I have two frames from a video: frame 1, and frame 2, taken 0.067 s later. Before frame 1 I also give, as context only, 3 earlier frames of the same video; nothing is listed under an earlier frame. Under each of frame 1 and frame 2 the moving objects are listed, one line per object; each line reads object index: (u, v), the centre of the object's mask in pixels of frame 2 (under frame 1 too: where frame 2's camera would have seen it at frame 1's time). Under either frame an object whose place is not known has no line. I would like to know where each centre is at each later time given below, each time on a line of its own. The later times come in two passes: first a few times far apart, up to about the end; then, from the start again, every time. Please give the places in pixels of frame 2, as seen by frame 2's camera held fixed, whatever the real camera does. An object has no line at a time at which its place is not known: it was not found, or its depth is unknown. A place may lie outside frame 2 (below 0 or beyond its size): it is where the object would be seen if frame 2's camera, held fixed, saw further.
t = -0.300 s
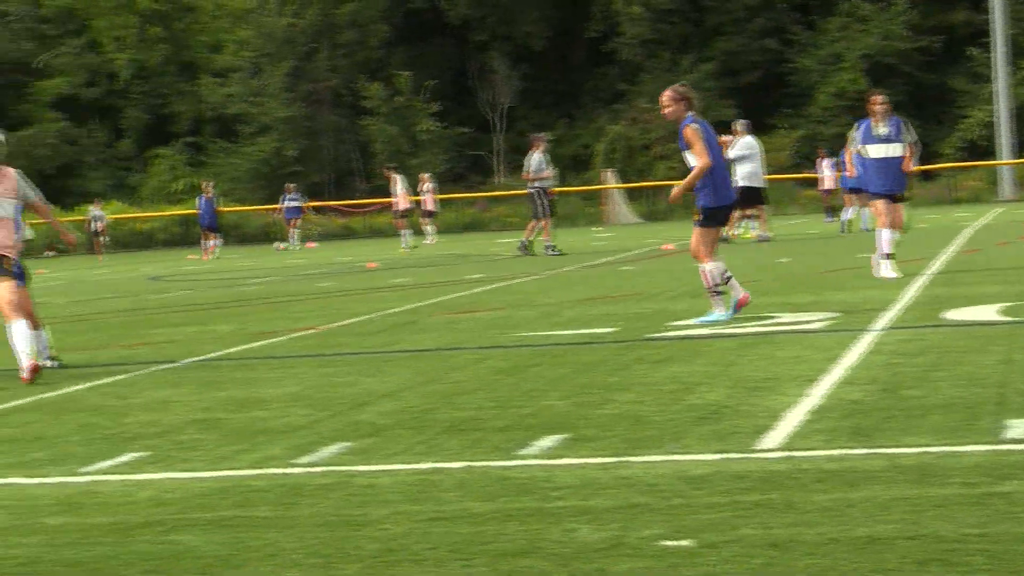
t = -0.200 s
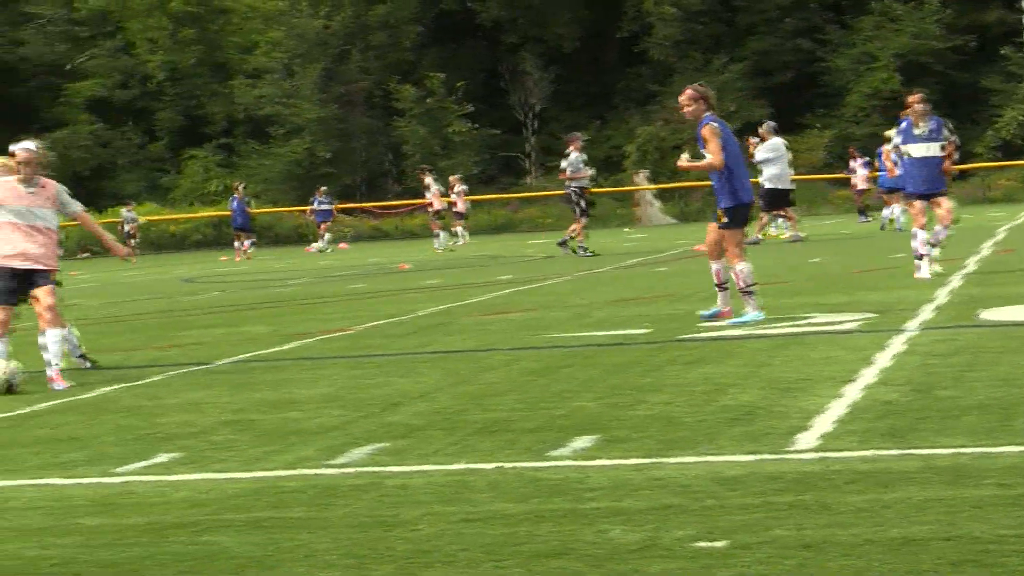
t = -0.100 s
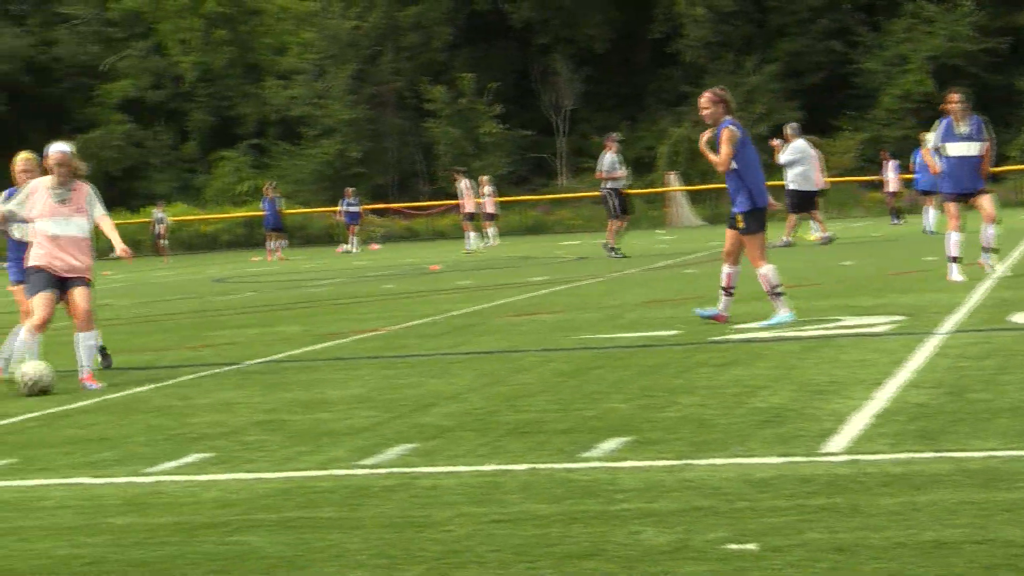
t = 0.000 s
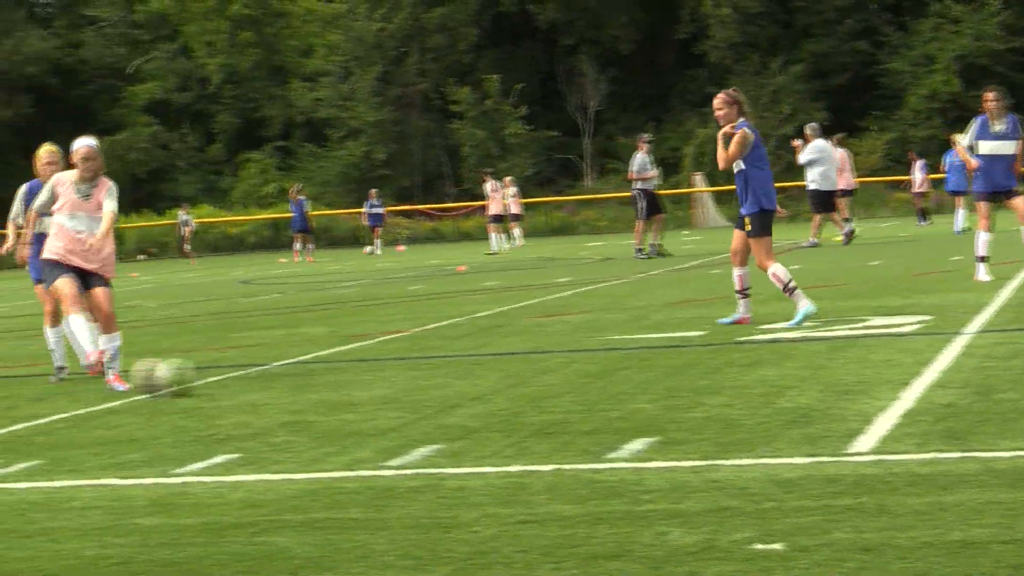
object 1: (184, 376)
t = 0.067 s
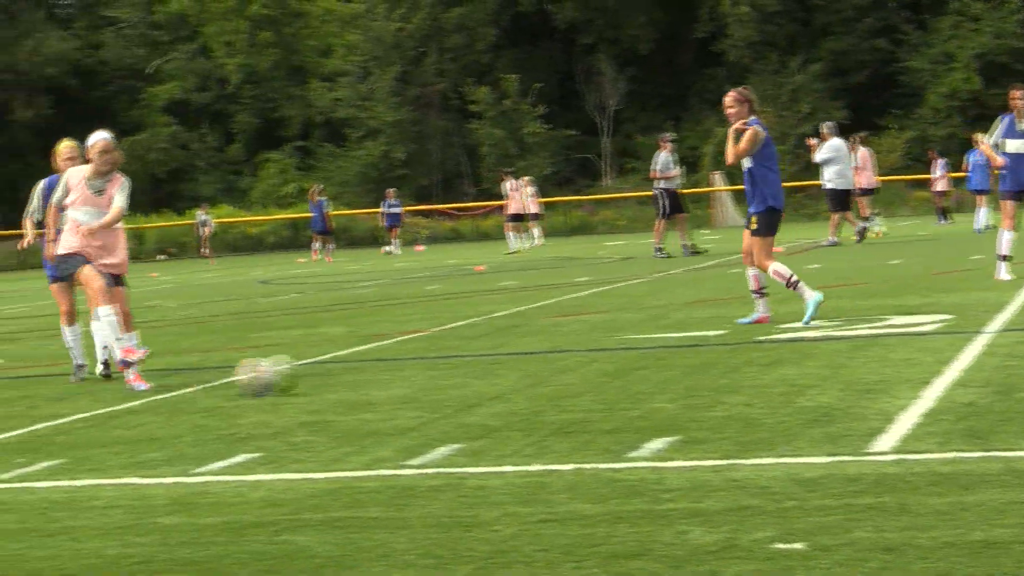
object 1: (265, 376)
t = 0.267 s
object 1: (512, 372)
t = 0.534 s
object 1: (822, 366)
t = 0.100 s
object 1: (306, 373)
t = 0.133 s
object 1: (346, 370)
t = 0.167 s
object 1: (387, 369)
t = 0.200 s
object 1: (431, 371)
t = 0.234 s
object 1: (473, 375)
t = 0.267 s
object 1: (512, 372)
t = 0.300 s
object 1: (550, 368)
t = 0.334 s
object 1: (590, 365)
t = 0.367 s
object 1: (630, 365)
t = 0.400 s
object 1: (667, 366)
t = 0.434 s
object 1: (711, 371)
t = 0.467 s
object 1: (750, 369)
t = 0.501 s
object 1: (786, 367)
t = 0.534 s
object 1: (822, 366)
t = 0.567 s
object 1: (862, 369)
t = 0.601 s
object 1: (901, 370)
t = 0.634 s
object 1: (940, 368)
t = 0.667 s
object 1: (978, 368)
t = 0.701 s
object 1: (1019, 370)
